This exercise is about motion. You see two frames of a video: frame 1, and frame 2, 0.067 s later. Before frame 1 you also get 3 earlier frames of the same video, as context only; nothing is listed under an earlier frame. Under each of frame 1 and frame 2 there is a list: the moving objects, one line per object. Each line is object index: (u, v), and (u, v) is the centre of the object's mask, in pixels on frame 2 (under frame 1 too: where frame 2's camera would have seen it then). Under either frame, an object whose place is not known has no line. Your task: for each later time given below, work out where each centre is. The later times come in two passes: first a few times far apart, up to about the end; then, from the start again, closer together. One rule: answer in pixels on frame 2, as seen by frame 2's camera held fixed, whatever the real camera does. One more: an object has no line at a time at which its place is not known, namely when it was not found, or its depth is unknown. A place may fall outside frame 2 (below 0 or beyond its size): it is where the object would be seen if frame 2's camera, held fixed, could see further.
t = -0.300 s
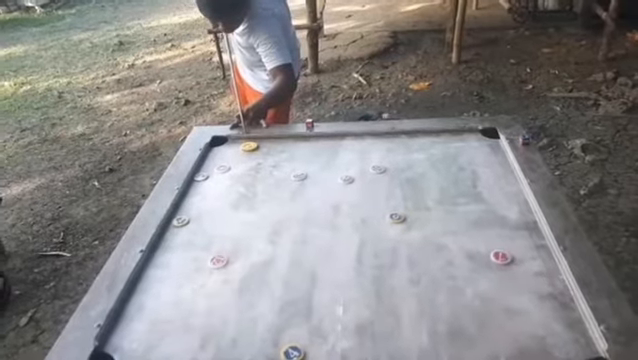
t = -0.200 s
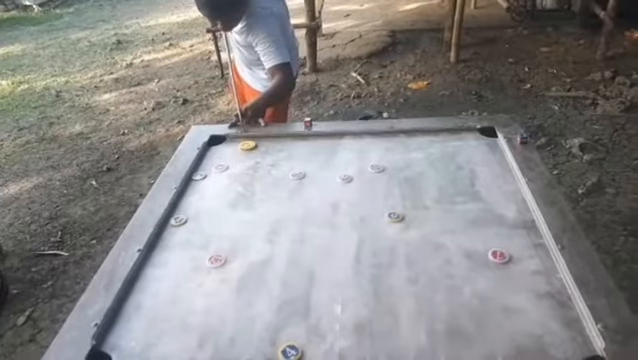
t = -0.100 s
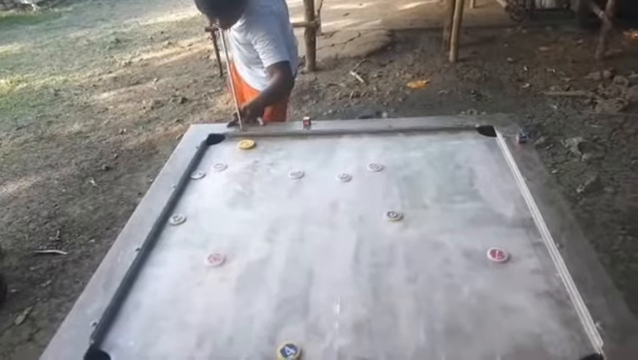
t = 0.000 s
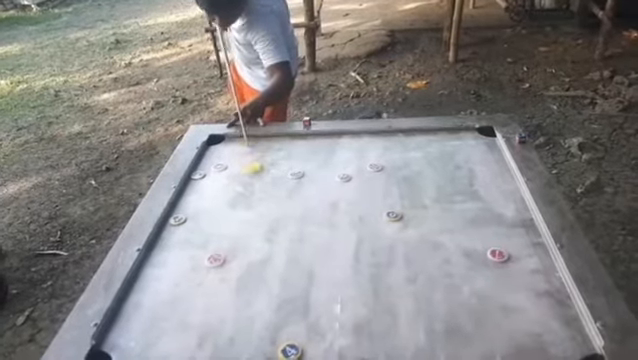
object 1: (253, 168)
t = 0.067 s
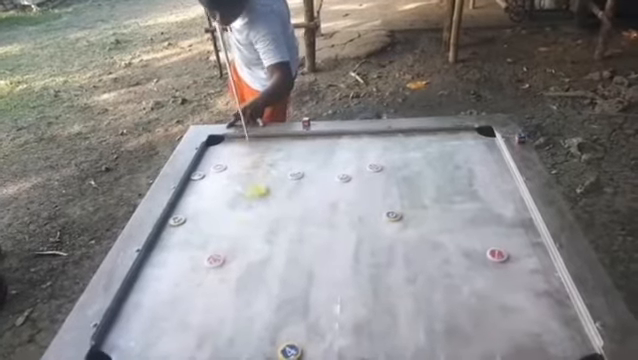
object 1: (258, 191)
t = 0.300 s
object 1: (282, 290)
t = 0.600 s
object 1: (316, 298)
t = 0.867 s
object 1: (330, 276)
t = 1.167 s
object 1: (331, 274)
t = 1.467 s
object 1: (331, 274)
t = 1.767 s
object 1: (330, 274)
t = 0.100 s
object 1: (263, 203)
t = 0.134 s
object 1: (266, 216)
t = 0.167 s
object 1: (269, 230)
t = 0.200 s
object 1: (273, 244)
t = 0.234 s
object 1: (275, 257)
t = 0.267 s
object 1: (280, 275)
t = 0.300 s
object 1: (282, 290)
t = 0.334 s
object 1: (287, 310)
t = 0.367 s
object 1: (291, 329)
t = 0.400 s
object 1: (293, 336)
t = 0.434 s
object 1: (297, 331)
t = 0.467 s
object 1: (303, 323)
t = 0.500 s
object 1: (307, 316)
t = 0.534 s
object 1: (310, 310)
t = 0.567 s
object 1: (313, 304)
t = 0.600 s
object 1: (316, 298)
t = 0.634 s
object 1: (318, 294)
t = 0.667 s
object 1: (321, 289)
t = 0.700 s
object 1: (323, 286)
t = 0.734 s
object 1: (325, 283)
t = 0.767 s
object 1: (327, 281)
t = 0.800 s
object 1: (328, 278)
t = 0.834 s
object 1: (329, 276)
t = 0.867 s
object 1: (330, 276)
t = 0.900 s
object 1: (331, 275)
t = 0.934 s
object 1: (331, 275)
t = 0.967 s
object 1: (331, 274)
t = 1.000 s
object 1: (332, 274)
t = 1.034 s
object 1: (331, 274)
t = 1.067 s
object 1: (331, 274)
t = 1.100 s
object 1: (331, 274)
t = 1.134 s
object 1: (331, 274)
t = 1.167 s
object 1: (331, 274)
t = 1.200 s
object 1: (331, 274)
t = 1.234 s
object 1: (331, 274)
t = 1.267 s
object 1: (331, 274)
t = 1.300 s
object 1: (331, 274)
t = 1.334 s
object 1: (331, 274)
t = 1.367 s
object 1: (331, 274)
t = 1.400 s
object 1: (331, 274)
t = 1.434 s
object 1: (331, 274)
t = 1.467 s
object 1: (331, 274)
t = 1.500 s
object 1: (332, 274)
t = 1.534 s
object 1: (331, 274)
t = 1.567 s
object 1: (331, 274)
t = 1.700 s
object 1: (331, 273)
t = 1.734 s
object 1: (331, 273)
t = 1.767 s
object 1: (330, 274)
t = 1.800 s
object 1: (331, 274)
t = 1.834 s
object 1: (330, 274)
